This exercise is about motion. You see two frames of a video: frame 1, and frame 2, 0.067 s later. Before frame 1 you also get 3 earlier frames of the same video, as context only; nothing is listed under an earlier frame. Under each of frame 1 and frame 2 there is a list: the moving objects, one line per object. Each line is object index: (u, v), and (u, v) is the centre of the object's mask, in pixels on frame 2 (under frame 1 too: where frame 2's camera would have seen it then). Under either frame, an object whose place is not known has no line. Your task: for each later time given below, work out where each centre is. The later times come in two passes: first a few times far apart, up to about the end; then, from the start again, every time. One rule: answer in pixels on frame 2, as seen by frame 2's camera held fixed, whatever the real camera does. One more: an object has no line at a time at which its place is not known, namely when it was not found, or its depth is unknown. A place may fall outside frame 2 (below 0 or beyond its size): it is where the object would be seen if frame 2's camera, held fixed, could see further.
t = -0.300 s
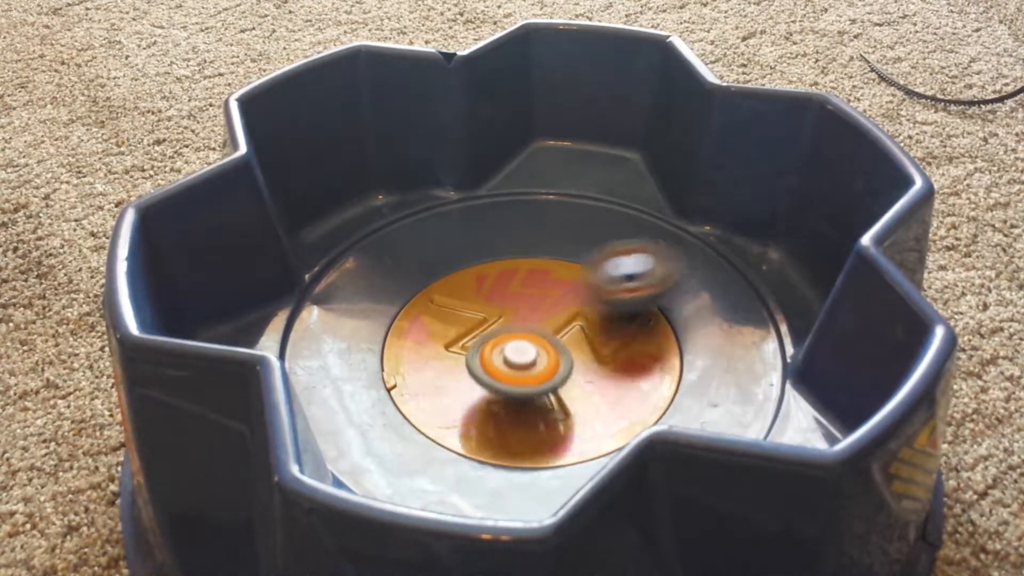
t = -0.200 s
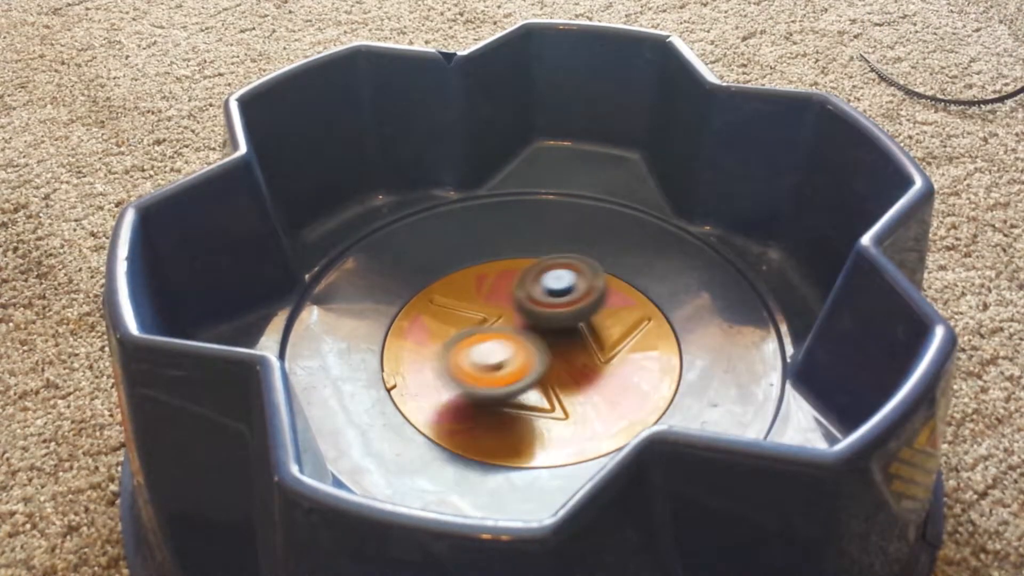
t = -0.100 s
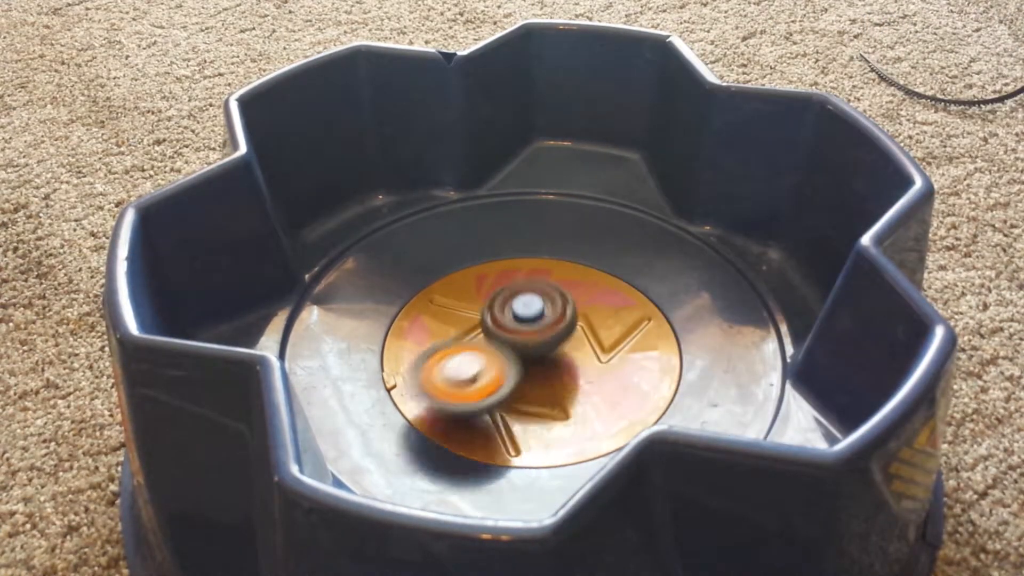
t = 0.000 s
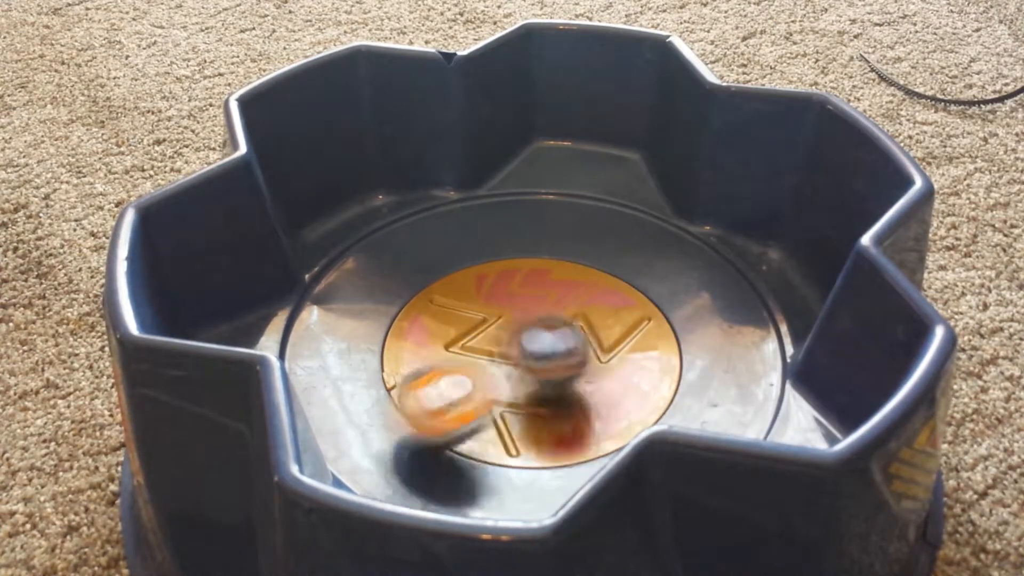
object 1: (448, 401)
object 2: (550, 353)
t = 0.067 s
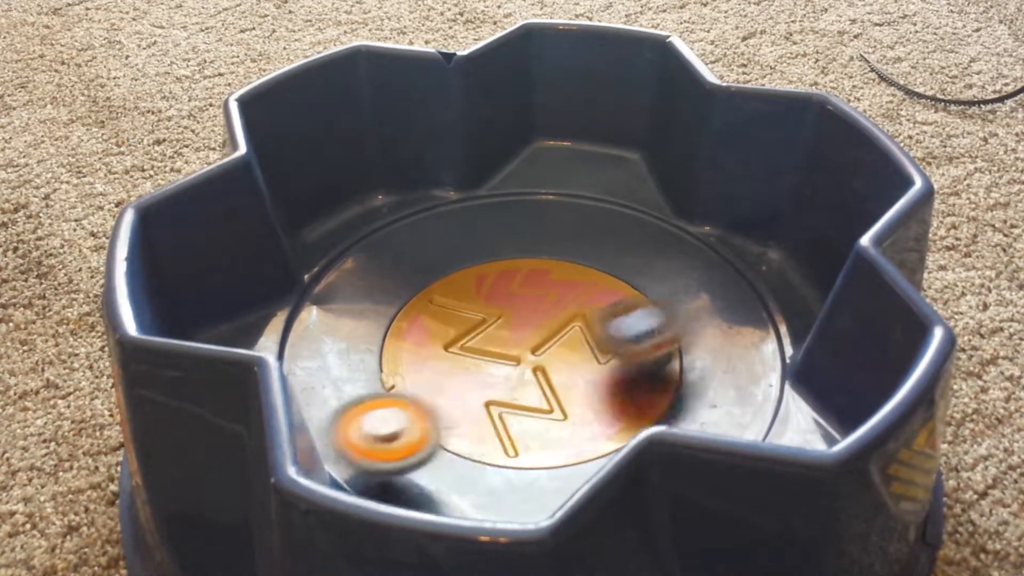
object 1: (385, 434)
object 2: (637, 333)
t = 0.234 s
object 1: (470, 428)
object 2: (676, 252)
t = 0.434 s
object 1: (534, 382)
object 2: (540, 229)
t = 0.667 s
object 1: (530, 325)
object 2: (444, 395)
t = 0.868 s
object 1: (472, 282)
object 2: (702, 420)
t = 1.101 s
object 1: (447, 277)
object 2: (661, 330)
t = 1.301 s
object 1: (380, 260)
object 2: (596, 309)
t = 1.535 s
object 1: (360, 265)
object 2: (555, 347)
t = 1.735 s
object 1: (377, 288)
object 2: (561, 386)
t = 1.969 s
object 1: (466, 325)
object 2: (604, 338)
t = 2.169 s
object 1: (464, 325)
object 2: (624, 299)
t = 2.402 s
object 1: (529, 354)
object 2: (476, 273)
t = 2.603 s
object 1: (602, 341)
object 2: (409, 352)
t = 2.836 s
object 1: (643, 294)
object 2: (606, 386)
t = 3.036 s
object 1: (618, 253)
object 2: (603, 429)
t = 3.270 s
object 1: (525, 300)
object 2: (685, 354)
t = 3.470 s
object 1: (493, 341)
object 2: (571, 272)
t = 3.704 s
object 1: (494, 383)
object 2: (375, 325)
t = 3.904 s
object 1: (516, 380)
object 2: (405, 450)
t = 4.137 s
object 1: (544, 354)
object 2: (605, 446)
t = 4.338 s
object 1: (482, 287)
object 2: (716, 356)
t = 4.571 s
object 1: (469, 283)
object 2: (551, 229)
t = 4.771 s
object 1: (484, 286)
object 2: (351, 244)
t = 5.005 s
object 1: (479, 301)
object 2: (428, 366)
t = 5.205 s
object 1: (465, 313)
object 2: (599, 371)
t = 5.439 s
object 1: (475, 305)
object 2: (615, 242)
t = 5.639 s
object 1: (482, 300)
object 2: (492, 212)
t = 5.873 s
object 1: (522, 315)
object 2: (357, 273)
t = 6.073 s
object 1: (542, 320)
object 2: (418, 400)
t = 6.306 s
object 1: (557, 307)
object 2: (685, 357)
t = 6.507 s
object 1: (560, 304)
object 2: (674, 236)
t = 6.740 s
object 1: (552, 310)
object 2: (513, 185)
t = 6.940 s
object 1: (543, 318)
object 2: (420, 282)
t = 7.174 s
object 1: (536, 324)
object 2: (551, 422)
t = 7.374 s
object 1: (536, 323)
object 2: (746, 386)
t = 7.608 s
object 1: (536, 323)
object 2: (634, 293)
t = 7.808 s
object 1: (373, 378)
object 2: (638, 235)
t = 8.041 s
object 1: (385, 422)
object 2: (458, 293)
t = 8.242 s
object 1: (426, 468)
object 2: (447, 383)
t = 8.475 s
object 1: (487, 479)
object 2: (586, 382)
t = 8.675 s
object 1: (553, 441)
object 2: (584, 302)
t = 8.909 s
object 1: (585, 365)
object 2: (454, 275)
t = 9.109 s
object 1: (551, 306)
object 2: (407, 349)
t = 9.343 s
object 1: (481, 269)
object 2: (547, 388)
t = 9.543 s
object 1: (422, 273)
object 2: (613, 308)
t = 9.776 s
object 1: (419, 310)
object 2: (513, 244)
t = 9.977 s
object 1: (476, 373)
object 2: (422, 256)
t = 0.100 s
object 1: (405, 434)
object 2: (668, 321)
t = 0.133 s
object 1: (426, 433)
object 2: (683, 301)
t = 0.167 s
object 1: (443, 433)
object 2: (686, 283)
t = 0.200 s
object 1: (457, 431)
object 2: (685, 265)
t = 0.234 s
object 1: (470, 428)
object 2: (676, 252)
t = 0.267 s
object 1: (484, 423)
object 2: (662, 240)
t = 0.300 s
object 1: (500, 418)
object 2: (643, 231)
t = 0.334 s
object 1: (514, 414)
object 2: (620, 226)
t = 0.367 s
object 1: (521, 403)
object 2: (594, 224)
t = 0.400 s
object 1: (528, 393)
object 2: (567, 225)
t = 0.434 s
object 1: (534, 382)
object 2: (540, 229)
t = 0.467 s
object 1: (536, 373)
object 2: (513, 239)
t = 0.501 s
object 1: (537, 366)
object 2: (482, 255)
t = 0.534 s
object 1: (537, 357)
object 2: (454, 279)
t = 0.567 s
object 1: (537, 347)
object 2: (436, 304)
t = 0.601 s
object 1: (537, 339)
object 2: (424, 336)
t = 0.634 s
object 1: (535, 332)
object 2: (426, 364)
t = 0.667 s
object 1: (530, 325)
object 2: (444, 395)
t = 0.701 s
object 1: (524, 315)
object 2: (474, 416)
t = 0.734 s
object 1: (517, 308)
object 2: (514, 438)
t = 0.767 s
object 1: (507, 300)
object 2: (563, 454)
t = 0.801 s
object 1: (496, 292)
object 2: (601, 443)
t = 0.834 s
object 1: (486, 285)
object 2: (642, 425)
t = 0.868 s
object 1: (472, 282)
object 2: (702, 420)
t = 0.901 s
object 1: (459, 280)
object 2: (735, 416)
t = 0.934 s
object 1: (449, 277)
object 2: (751, 405)
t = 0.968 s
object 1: (440, 275)
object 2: (761, 382)
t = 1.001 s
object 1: (435, 273)
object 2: (741, 365)
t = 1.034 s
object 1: (438, 274)
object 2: (705, 355)
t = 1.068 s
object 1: (443, 276)
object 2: (680, 343)
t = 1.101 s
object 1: (447, 277)
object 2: (661, 330)
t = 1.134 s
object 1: (452, 278)
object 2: (630, 317)
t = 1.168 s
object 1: (454, 279)
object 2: (606, 308)
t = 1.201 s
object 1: (455, 281)
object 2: (579, 301)
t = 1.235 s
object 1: (448, 278)
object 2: (557, 298)
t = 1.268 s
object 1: (413, 268)
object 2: (579, 304)
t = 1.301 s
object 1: (380, 260)
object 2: (596, 309)
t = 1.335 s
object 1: (355, 256)
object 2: (605, 314)
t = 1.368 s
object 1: (341, 254)
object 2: (603, 317)
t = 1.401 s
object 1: (346, 255)
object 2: (592, 320)
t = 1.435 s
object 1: (353, 257)
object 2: (582, 323)
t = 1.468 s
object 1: (358, 260)
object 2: (571, 329)
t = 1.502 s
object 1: (359, 263)
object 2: (562, 337)
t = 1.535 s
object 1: (360, 265)
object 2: (555, 347)
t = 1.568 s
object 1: (359, 268)
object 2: (553, 355)
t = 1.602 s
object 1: (360, 272)
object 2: (547, 361)
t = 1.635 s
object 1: (362, 275)
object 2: (543, 364)
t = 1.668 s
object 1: (365, 279)
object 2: (544, 369)
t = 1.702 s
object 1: (370, 284)
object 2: (550, 377)
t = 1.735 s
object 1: (377, 288)
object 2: (561, 386)
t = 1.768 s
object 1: (386, 293)
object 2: (576, 387)
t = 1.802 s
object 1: (396, 298)
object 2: (591, 386)
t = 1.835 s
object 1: (407, 305)
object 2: (606, 381)
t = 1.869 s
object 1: (420, 311)
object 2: (615, 372)
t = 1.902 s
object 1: (431, 315)
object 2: (619, 360)
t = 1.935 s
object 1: (445, 319)
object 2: (614, 348)
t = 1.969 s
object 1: (466, 325)
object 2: (604, 338)
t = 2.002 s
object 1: (483, 330)
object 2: (593, 330)
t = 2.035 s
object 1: (478, 330)
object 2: (604, 324)
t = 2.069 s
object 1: (472, 326)
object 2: (617, 320)
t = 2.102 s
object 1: (466, 325)
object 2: (623, 314)
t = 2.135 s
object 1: (461, 326)
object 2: (627, 305)
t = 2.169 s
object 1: (464, 325)
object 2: (624, 299)
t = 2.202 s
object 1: (469, 327)
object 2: (614, 293)
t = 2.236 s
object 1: (479, 329)
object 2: (594, 285)
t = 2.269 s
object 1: (493, 332)
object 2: (566, 281)
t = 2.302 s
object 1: (497, 336)
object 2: (548, 274)
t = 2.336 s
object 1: (506, 340)
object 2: (528, 270)
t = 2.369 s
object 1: (514, 346)
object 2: (502, 270)
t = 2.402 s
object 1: (529, 354)
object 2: (476, 273)
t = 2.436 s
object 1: (547, 359)
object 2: (450, 278)
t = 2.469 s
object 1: (558, 359)
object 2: (428, 286)
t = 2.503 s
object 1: (567, 357)
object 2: (413, 300)
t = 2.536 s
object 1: (577, 353)
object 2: (399, 323)
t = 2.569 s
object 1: (590, 347)
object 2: (395, 342)
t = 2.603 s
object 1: (602, 341)
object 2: (409, 352)
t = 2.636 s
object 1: (614, 331)
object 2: (430, 370)
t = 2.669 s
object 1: (622, 320)
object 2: (454, 388)
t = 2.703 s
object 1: (628, 308)
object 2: (484, 401)
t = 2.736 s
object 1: (635, 299)
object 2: (514, 404)
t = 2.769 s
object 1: (642, 298)
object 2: (542, 407)
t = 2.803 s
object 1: (643, 296)
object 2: (575, 399)
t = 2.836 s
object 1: (643, 294)
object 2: (606, 386)
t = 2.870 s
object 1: (643, 296)
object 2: (623, 376)
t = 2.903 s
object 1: (659, 263)
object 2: (617, 397)
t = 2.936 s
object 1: (672, 237)
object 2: (608, 412)
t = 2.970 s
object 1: (663, 225)
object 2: (598, 424)
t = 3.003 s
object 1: (641, 240)
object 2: (596, 430)
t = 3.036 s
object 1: (618, 253)
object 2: (603, 429)
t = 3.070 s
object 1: (599, 264)
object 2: (617, 423)
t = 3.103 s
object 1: (577, 274)
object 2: (639, 413)
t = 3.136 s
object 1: (559, 279)
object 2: (665, 405)
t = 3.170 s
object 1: (547, 283)
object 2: (682, 398)
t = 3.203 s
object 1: (538, 288)
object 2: (691, 387)
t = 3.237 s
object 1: (530, 294)
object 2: (690, 371)
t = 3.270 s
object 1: (525, 300)
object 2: (685, 354)
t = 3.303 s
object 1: (521, 307)
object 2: (670, 337)
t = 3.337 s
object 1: (518, 315)
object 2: (652, 319)
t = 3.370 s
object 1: (517, 322)
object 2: (627, 306)
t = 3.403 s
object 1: (516, 329)
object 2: (605, 295)
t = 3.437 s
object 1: (505, 335)
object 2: (591, 282)
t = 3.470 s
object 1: (493, 341)
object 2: (571, 272)
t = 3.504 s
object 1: (487, 348)
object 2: (543, 266)
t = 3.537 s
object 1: (487, 355)
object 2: (512, 266)
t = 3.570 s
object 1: (488, 362)
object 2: (477, 272)
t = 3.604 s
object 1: (492, 372)
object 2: (444, 281)
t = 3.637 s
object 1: (497, 381)
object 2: (418, 287)
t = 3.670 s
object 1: (498, 384)
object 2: (395, 303)
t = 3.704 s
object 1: (494, 383)
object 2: (375, 325)
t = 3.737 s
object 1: (490, 381)
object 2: (363, 348)
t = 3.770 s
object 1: (493, 379)
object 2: (359, 373)
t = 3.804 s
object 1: (498, 379)
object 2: (361, 393)
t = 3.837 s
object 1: (505, 378)
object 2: (370, 414)
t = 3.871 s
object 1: (510, 378)
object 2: (383, 436)
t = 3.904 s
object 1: (516, 380)
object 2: (405, 450)
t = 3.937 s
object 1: (525, 380)
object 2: (433, 462)
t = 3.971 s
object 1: (532, 381)
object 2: (466, 466)
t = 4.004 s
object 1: (542, 382)
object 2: (501, 466)
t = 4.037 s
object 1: (550, 382)
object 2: (535, 465)
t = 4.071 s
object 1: (557, 382)
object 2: (558, 452)
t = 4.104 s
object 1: (558, 376)
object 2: (577, 446)
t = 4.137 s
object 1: (544, 354)
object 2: (605, 446)
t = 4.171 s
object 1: (530, 330)
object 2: (631, 430)
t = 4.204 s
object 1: (520, 315)
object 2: (670, 417)
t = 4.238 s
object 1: (512, 302)
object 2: (695, 409)
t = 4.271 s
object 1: (503, 294)
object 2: (709, 398)
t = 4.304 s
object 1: (492, 289)
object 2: (718, 385)
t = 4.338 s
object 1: (482, 287)
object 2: (716, 356)
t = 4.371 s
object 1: (476, 284)
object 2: (709, 330)
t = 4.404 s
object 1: (470, 283)
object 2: (696, 310)
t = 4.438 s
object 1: (467, 282)
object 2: (677, 288)
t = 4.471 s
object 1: (466, 282)
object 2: (653, 268)
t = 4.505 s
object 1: (466, 281)
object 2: (623, 251)
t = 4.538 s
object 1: (467, 282)
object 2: (591, 237)
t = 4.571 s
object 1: (469, 283)
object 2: (551, 229)
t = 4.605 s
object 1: (471, 284)
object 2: (514, 221)
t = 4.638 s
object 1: (475, 284)
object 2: (480, 220)
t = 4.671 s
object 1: (477, 284)
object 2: (446, 222)
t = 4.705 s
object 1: (480, 285)
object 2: (412, 226)
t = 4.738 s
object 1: (482, 285)
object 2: (381, 232)
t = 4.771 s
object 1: (484, 286)
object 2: (351, 244)
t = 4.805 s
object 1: (488, 286)
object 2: (341, 254)
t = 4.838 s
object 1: (488, 288)
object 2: (356, 267)
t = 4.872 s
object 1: (489, 290)
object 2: (370, 284)
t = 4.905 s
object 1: (489, 294)
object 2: (378, 301)
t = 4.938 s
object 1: (486, 296)
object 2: (390, 323)
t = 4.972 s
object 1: (483, 299)
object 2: (405, 348)
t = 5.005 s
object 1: (479, 301)
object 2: (428, 366)
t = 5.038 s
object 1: (475, 303)
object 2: (452, 374)
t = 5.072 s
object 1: (472, 306)
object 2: (475, 379)
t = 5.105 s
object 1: (469, 308)
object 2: (504, 386)
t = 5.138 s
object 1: (467, 311)
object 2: (532, 386)
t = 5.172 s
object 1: (465, 312)
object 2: (572, 381)
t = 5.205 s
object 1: (465, 313)
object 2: (599, 371)
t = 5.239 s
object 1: (465, 312)
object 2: (622, 356)
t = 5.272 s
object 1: (465, 312)
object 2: (639, 336)
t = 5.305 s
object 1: (467, 310)
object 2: (645, 316)
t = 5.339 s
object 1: (468, 310)
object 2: (647, 297)
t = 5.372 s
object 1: (470, 309)
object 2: (641, 274)
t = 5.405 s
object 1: (472, 307)
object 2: (630, 255)
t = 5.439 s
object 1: (475, 305)
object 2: (615, 242)
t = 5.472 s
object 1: (478, 303)
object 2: (595, 228)
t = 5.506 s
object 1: (480, 302)
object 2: (577, 218)
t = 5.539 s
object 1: (481, 301)
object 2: (558, 215)
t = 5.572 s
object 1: (482, 300)
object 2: (537, 209)
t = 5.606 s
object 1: (482, 300)
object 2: (513, 209)
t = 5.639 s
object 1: (482, 300)
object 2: (492, 212)
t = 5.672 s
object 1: (483, 299)
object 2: (470, 216)
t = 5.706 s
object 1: (485, 298)
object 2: (450, 225)
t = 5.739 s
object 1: (487, 297)
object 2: (430, 237)
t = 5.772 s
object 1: (499, 304)
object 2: (405, 239)
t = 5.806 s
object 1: (510, 311)
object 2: (386, 246)
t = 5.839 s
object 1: (516, 314)
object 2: (369, 257)
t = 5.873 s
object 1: (522, 315)
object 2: (357, 273)
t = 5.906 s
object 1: (528, 317)
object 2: (352, 290)
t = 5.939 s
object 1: (535, 319)
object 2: (351, 310)
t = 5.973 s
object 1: (541, 323)
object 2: (356, 331)
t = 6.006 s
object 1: (543, 323)
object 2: (370, 355)
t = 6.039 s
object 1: (541, 321)
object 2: (389, 376)
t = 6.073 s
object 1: (542, 320)
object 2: (418, 400)
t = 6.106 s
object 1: (544, 320)
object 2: (457, 415)
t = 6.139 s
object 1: (546, 318)
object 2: (501, 419)
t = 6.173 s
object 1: (548, 316)
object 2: (545, 420)
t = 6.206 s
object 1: (551, 313)
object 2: (585, 413)
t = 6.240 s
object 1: (553, 312)
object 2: (622, 396)
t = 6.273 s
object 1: (555, 309)
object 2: (656, 384)
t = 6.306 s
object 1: (557, 307)
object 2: (685, 357)
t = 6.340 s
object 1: (559, 306)
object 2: (697, 337)
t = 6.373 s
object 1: (560, 305)
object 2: (701, 310)
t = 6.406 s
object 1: (560, 304)
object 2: (699, 291)
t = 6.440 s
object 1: (560, 304)
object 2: (695, 269)
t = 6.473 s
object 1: (560, 304)
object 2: (686, 252)
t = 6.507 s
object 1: (560, 304)
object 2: (674, 236)
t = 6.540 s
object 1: (559, 305)
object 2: (660, 223)
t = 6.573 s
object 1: (558, 306)
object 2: (641, 212)
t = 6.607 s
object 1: (557, 307)
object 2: (620, 202)
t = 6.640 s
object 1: (556, 307)
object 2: (595, 193)
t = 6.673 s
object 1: (555, 308)
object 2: (569, 187)
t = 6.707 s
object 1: (554, 309)
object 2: (541, 186)
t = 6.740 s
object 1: (552, 310)
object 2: (513, 185)
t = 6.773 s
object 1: (551, 311)
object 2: (495, 192)
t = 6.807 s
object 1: (550, 312)
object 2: (481, 208)
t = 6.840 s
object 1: (548, 314)
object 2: (465, 223)
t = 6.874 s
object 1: (546, 315)
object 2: (445, 239)
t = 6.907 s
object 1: (544, 317)
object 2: (430, 260)
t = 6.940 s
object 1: (543, 318)
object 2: (420, 282)
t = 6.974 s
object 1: (542, 318)
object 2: (416, 308)
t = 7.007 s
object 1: (542, 319)
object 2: (417, 336)
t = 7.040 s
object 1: (541, 319)
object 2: (429, 361)
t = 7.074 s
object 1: (540, 320)
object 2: (455, 386)
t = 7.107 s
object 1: (538, 321)
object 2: (486, 408)
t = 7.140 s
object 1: (537, 322)
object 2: (519, 415)
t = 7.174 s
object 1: (536, 324)
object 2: (551, 422)
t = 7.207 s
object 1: (535, 323)
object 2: (590, 424)
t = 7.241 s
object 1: (536, 323)
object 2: (623, 415)
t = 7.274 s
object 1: (536, 323)
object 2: (661, 405)
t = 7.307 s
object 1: (535, 323)
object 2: (696, 401)
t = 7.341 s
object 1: (535, 323)
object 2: (723, 394)
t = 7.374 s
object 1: (536, 323)
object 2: (746, 386)
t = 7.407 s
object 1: (536, 323)
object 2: (751, 365)
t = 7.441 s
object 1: (537, 322)
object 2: (733, 356)
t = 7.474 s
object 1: (537, 322)
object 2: (713, 341)
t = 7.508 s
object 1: (536, 324)
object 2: (698, 329)
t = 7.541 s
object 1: (536, 323)
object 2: (681, 316)
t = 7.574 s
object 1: (536, 323)
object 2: (663, 304)
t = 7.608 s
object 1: (536, 323)
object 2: (634, 293)
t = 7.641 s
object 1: (512, 324)
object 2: (648, 277)
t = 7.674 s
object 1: (464, 342)
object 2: (666, 255)
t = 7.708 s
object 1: (425, 353)
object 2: (677, 237)
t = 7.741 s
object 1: (400, 359)
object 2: (677, 229)
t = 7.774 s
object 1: (382, 368)
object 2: (662, 234)
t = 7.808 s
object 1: (373, 378)
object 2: (638, 235)
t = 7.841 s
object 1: (368, 389)
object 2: (615, 237)
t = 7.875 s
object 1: (363, 401)
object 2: (590, 239)
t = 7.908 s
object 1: (360, 410)
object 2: (559, 243)
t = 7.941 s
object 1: (360, 418)
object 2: (532, 249)
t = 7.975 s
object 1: (366, 419)
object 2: (504, 261)
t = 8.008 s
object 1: (376, 420)
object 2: (479, 275)
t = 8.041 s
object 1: (385, 422)
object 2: (458, 293)
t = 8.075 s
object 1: (394, 424)
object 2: (442, 309)
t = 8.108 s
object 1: (401, 428)
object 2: (431, 332)
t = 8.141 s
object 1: (408, 431)
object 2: (424, 348)
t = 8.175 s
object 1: (413, 444)
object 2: (428, 361)
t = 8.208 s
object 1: (419, 461)
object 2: (436, 370)
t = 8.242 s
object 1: (426, 468)
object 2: (447, 383)
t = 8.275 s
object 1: (435, 470)
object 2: (463, 393)
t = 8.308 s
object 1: (442, 476)
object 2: (484, 401)
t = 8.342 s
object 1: (449, 479)
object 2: (509, 407)
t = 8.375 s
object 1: (457, 481)
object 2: (530, 406)
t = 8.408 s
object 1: (467, 481)
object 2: (552, 402)
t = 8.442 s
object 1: (477, 481)
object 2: (571, 394)
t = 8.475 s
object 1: (487, 479)
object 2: (586, 382)
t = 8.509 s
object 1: (499, 477)
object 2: (596, 369)
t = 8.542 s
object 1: (511, 473)
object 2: (601, 353)
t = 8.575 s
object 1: (523, 467)
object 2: (601, 340)
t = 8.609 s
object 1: (534, 459)
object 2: (600, 326)
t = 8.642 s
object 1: (544, 450)
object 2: (596, 314)
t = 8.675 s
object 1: (553, 441)
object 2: (584, 302)
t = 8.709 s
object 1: (562, 431)
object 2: (572, 289)
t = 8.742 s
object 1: (571, 421)
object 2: (559, 283)
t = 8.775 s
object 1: (578, 411)
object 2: (540, 276)
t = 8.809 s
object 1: (583, 399)
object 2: (519, 271)
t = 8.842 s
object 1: (586, 388)
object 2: (498, 269)
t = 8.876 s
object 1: (587, 376)
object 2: (475, 270)
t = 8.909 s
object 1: (585, 365)
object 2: (454, 275)
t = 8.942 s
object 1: (583, 354)
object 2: (436, 281)
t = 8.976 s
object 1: (579, 343)
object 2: (423, 290)
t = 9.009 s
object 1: (573, 334)
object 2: (413, 302)
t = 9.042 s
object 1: (564, 322)
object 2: (405, 316)
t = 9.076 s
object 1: (556, 312)
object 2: (403, 332)
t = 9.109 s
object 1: (551, 306)
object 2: (407, 349)
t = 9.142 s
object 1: (544, 301)
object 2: (416, 361)
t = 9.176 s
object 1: (536, 296)
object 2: (432, 375)
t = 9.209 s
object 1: (525, 289)
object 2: (456, 384)
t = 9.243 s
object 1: (514, 282)
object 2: (480, 388)
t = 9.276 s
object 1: (503, 277)
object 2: (502, 391)
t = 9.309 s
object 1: (492, 273)
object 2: (523, 392)
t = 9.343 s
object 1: (481, 269)
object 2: (547, 388)
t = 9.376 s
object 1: (470, 267)
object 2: (569, 381)
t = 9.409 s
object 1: (459, 266)
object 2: (586, 369)
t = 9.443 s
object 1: (450, 266)
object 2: (600, 355)
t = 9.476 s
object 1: (440, 266)
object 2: (608, 340)
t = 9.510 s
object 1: (431, 269)
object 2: (613, 324)
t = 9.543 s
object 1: (422, 273)
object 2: (613, 308)
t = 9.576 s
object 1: (416, 277)
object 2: (608, 293)
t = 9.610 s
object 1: (412, 282)
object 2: (598, 279)
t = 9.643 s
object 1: (410, 287)
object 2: (584, 267)
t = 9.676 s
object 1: (409, 293)
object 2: (568, 257)
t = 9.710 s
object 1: (411, 299)
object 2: (550, 250)
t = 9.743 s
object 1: (415, 305)
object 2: (530, 245)
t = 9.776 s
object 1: (419, 310)
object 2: (513, 244)
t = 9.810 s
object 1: (426, 314)
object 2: (495, 244)
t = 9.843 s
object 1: (434, 319)
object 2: (473, 249)
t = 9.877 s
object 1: (442, 326)
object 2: (455, 253)
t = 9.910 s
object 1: (448, 343)
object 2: (444, 251)
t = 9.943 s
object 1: (460, 360)
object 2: (433, 251)
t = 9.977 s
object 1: (476, 373)
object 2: (422, 256)
